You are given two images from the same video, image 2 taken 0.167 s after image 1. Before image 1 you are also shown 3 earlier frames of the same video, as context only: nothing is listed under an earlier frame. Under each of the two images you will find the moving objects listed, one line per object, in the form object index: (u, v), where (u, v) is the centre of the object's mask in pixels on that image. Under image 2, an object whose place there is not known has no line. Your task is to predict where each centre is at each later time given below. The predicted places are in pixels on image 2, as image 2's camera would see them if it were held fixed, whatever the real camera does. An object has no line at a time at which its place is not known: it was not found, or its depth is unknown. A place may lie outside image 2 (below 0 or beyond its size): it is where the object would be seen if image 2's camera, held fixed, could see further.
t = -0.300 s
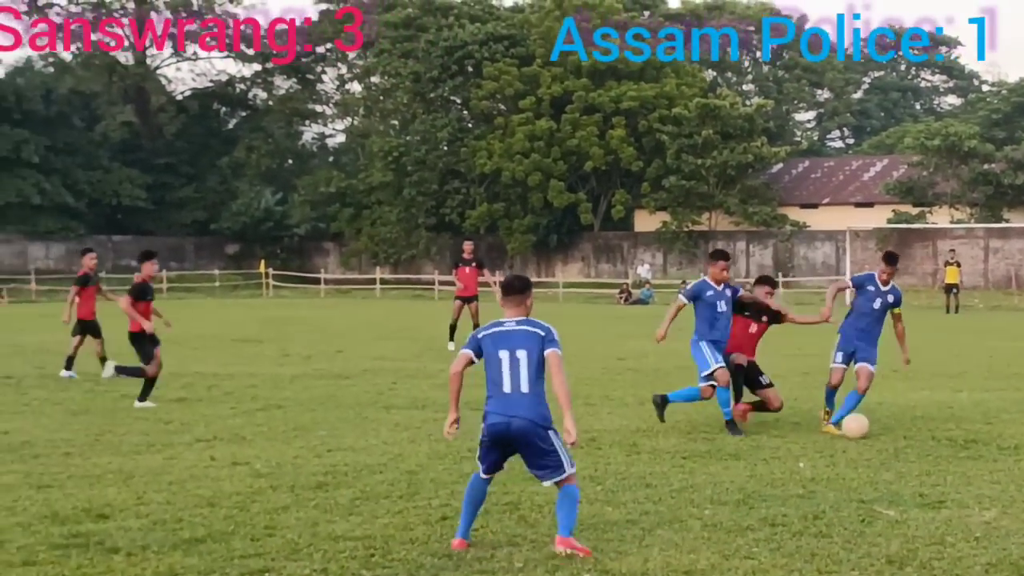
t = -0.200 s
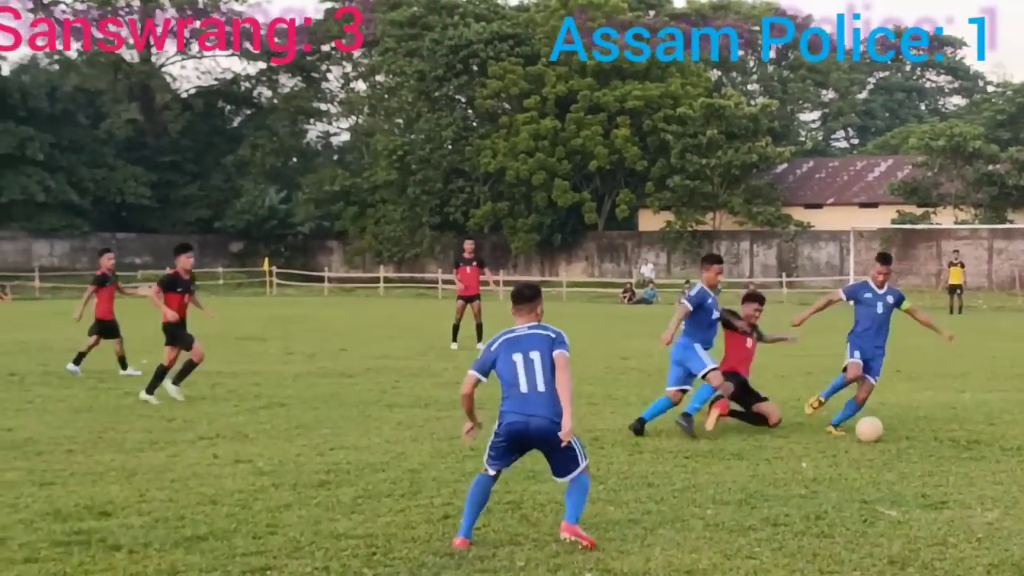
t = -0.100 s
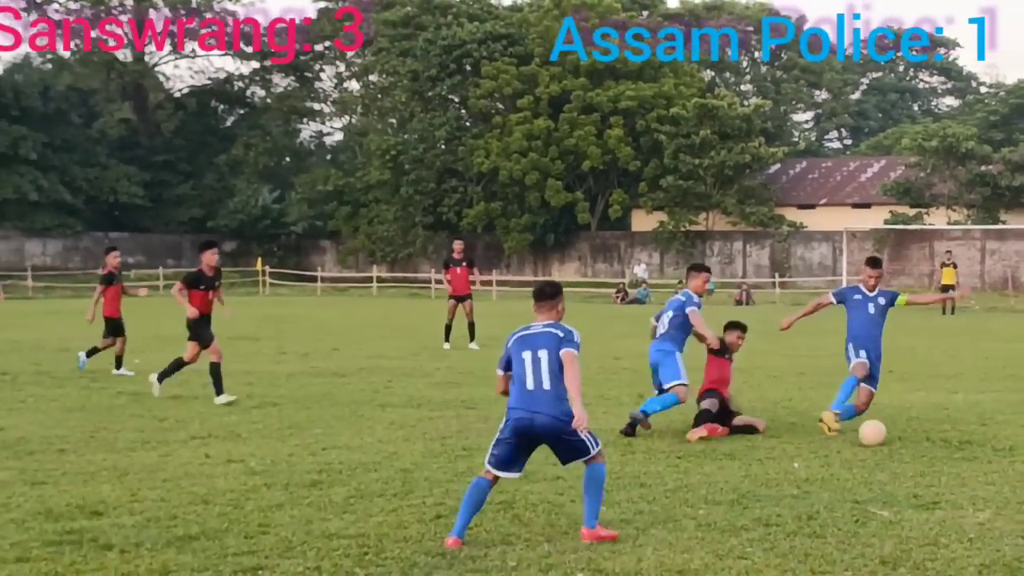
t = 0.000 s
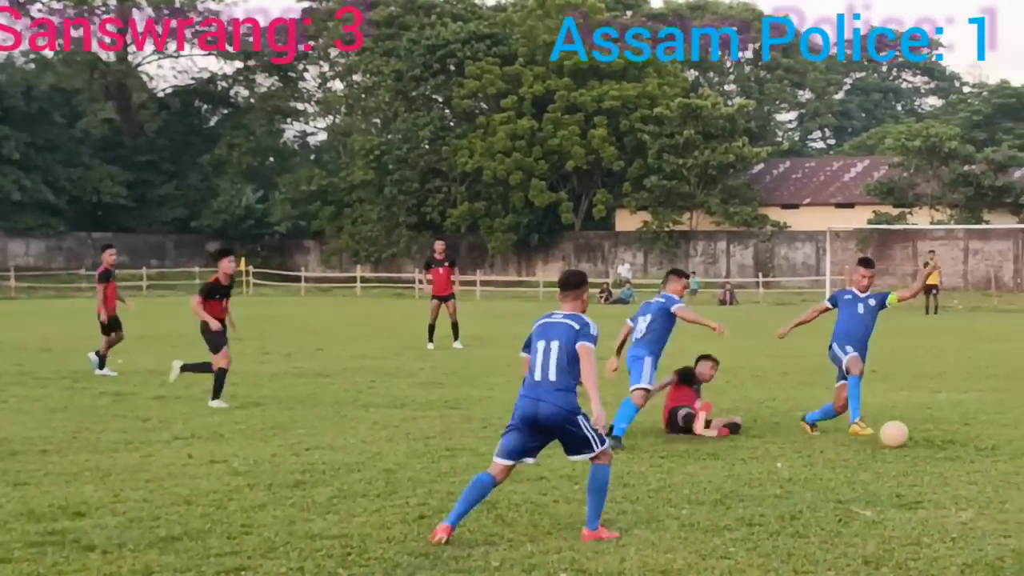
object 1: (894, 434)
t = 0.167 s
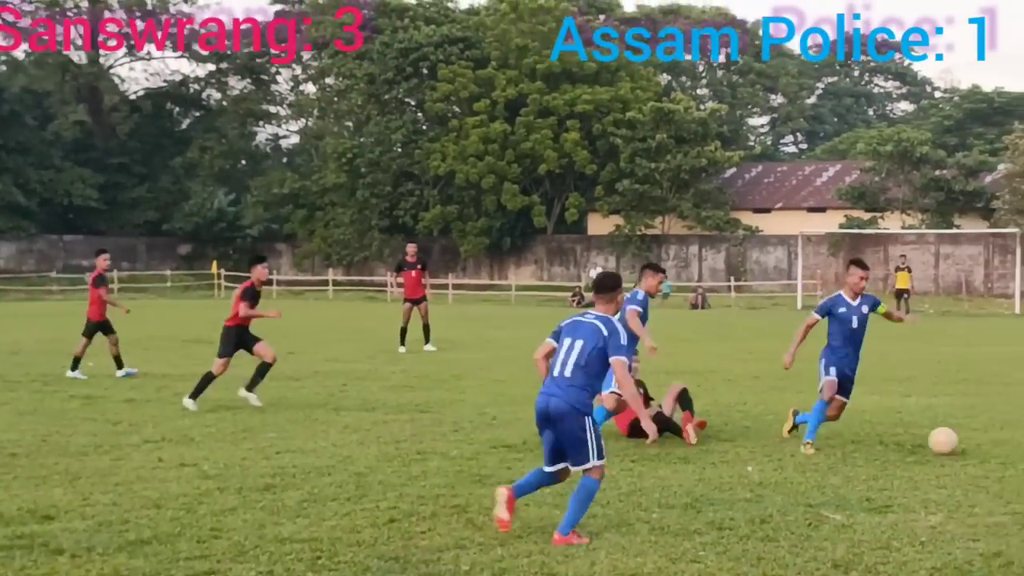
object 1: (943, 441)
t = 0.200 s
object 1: (958, 444)
